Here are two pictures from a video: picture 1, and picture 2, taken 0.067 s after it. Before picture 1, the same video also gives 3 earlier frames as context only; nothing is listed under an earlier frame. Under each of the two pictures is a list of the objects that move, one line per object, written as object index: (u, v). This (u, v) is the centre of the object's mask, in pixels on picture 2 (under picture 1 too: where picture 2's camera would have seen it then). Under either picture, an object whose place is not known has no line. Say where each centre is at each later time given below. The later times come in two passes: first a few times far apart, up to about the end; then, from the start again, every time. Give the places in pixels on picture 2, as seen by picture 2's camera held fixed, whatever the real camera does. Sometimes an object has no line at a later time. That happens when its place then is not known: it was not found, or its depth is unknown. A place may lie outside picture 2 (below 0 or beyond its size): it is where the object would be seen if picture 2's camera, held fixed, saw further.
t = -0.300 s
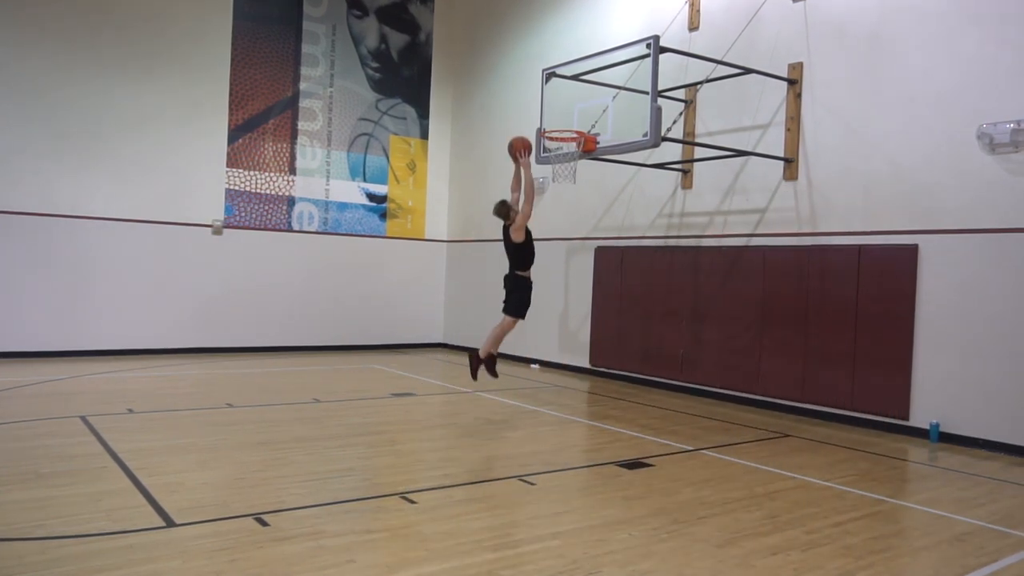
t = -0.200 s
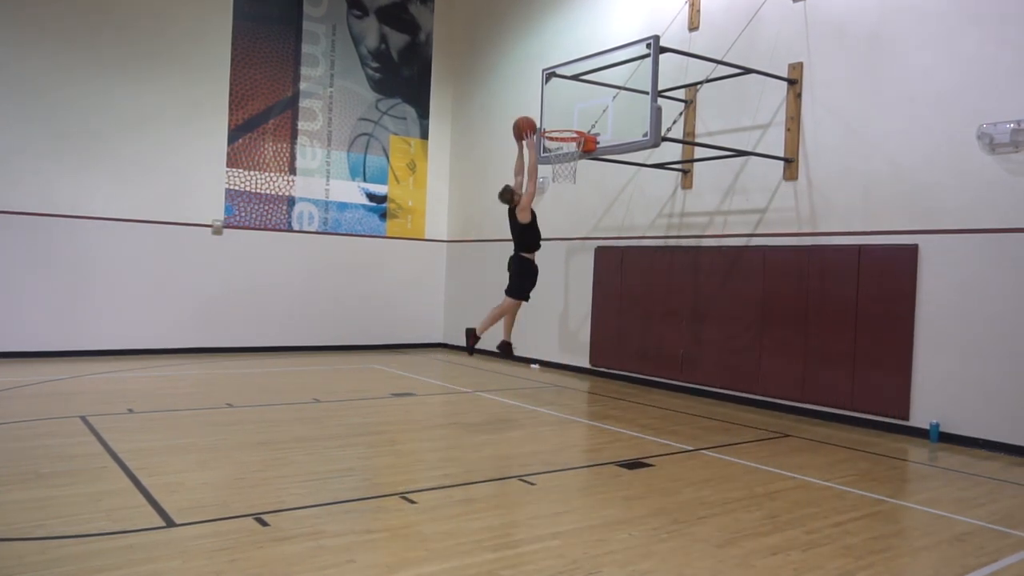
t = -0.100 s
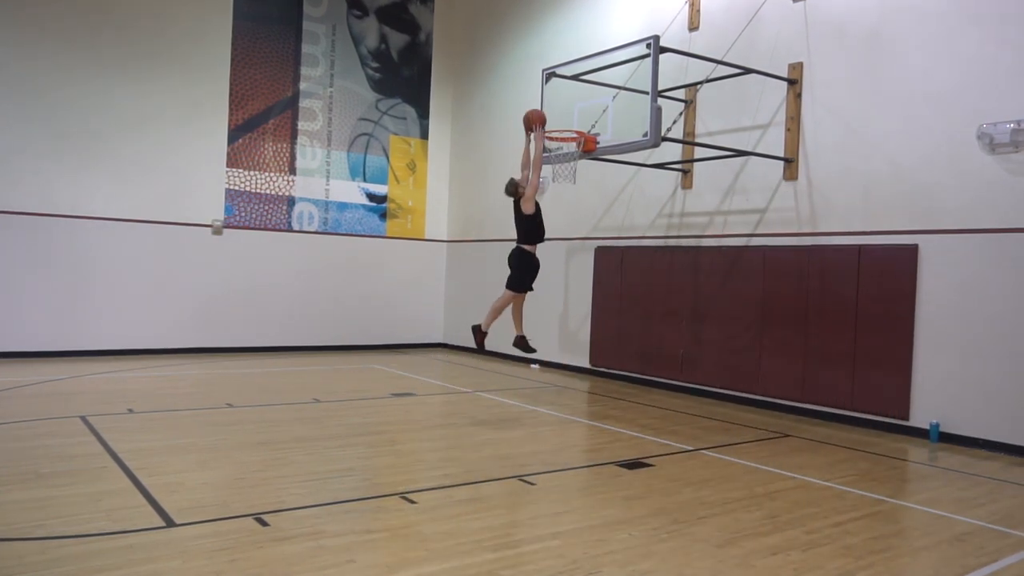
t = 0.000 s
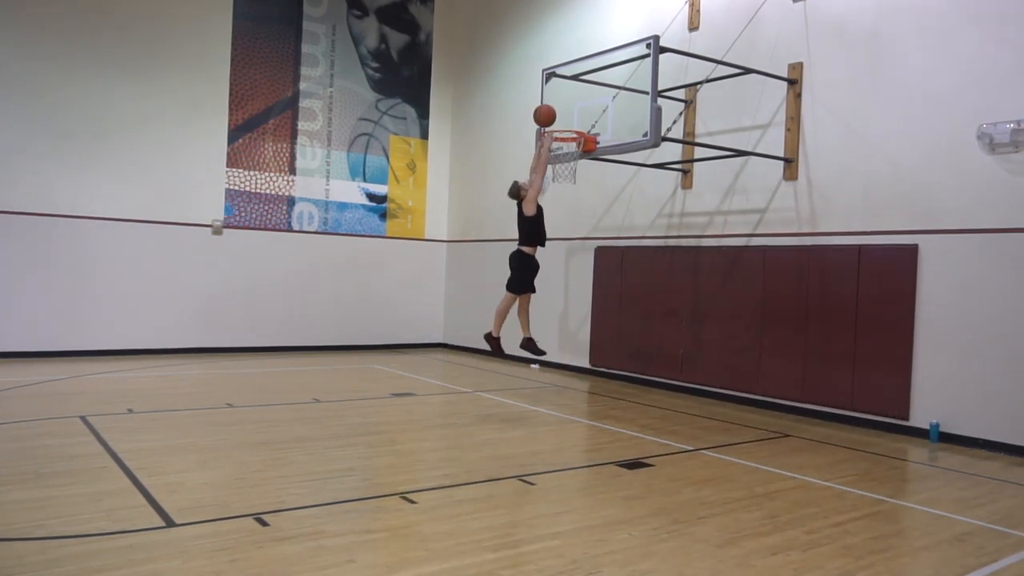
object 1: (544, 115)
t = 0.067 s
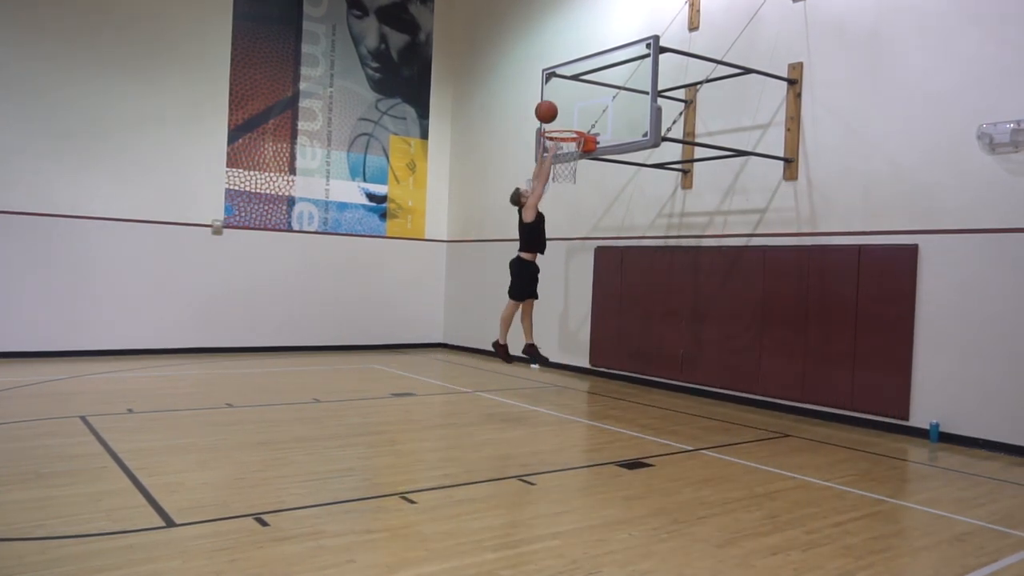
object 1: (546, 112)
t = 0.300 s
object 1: (553, 128)
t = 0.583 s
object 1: (575, 187)
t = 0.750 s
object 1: (583, 245)
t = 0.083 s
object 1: (546, 111)
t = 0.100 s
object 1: (547, 111)
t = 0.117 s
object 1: (547, 111)
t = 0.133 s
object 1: (548, 112)
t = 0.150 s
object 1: (548, 112)
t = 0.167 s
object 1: (548, 113)
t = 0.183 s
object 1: (548, 115)
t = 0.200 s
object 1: (549, 116)
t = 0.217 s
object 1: (549, 118)
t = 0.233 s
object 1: (549, 120)
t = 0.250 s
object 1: (550, 121)
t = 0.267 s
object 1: (550, 125)
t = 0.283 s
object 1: (551, 127)
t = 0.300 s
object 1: (553, 128)
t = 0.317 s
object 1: (554, 130)
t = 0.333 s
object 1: (556, 132)
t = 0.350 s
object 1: (558, 134)
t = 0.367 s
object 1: (559, 137)
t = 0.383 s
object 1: (560, 141)
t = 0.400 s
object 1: (562, 143)
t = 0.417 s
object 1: (564, 147)
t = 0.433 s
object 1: (565, 151)
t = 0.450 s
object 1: (566, 155)
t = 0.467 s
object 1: (568, 159)
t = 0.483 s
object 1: (570, 163)
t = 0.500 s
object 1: (571, 167)
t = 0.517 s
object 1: (572, 170)
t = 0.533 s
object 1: (573, 174)
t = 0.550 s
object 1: (574, 178)
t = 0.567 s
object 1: (574, 183)
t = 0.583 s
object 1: (575, 187)
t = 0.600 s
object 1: (576, 191)
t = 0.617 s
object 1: (577, 197)
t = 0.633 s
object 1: (577, 202)
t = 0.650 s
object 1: (578, 207)
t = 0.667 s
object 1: (579, 213)
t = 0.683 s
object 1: (580, 219)
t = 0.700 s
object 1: (580, 225)
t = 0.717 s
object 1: (581, 231)
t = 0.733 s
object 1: (582, 238)
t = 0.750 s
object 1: (583, 245)
